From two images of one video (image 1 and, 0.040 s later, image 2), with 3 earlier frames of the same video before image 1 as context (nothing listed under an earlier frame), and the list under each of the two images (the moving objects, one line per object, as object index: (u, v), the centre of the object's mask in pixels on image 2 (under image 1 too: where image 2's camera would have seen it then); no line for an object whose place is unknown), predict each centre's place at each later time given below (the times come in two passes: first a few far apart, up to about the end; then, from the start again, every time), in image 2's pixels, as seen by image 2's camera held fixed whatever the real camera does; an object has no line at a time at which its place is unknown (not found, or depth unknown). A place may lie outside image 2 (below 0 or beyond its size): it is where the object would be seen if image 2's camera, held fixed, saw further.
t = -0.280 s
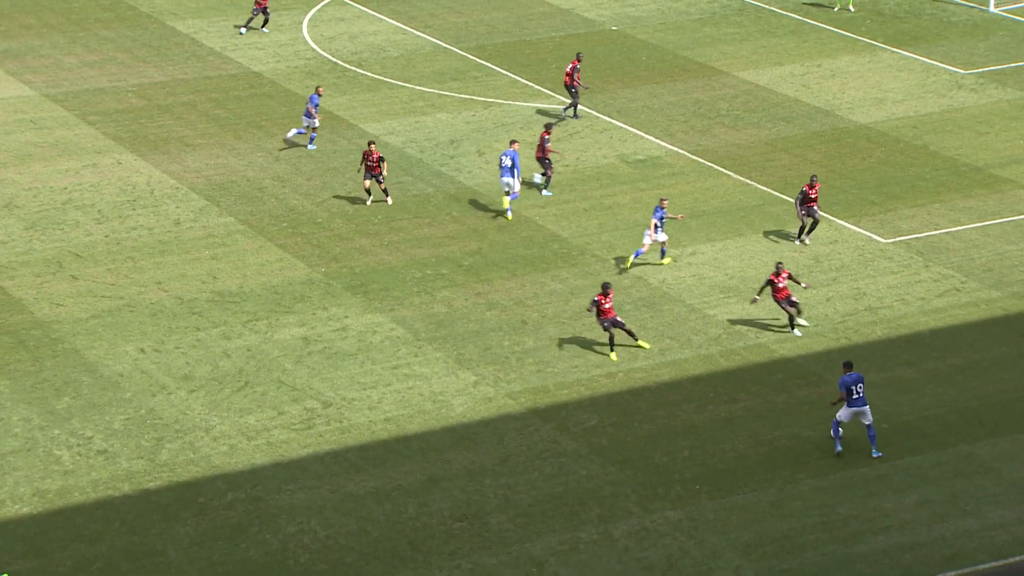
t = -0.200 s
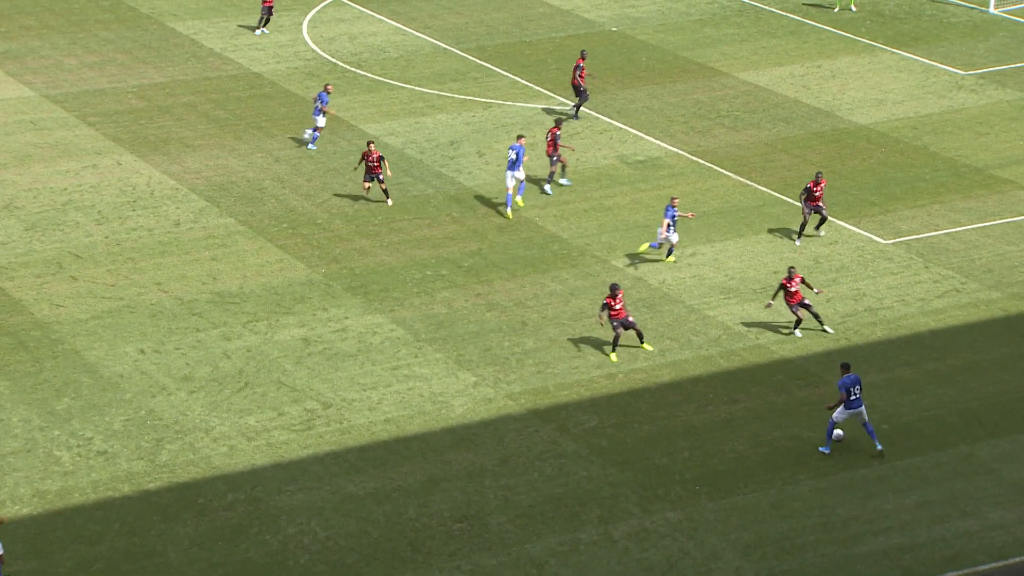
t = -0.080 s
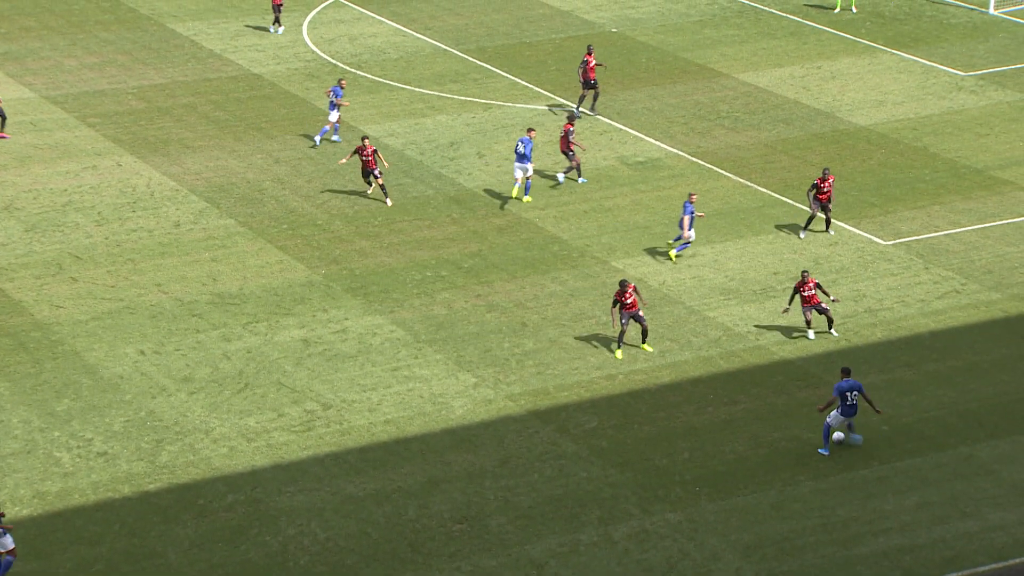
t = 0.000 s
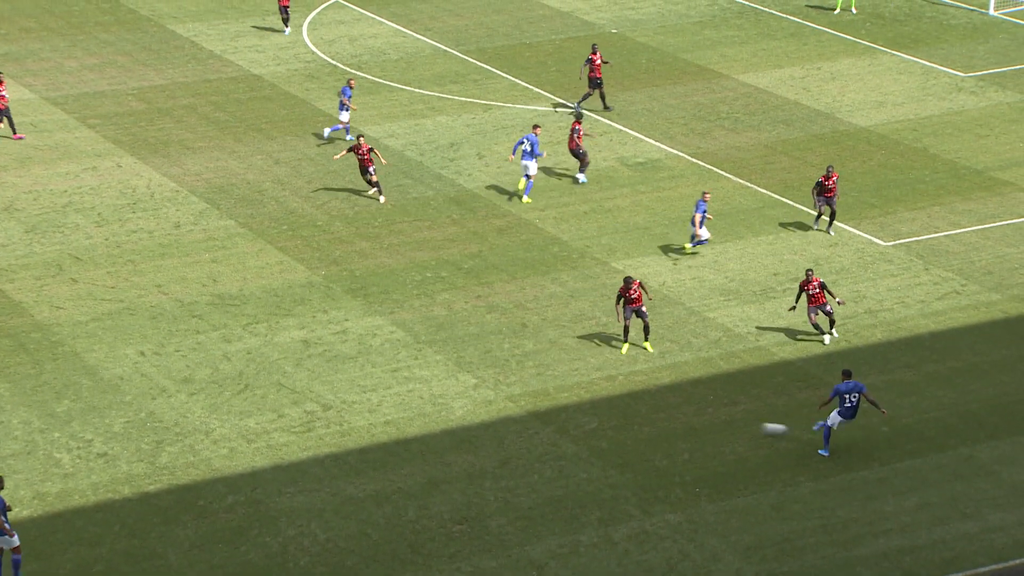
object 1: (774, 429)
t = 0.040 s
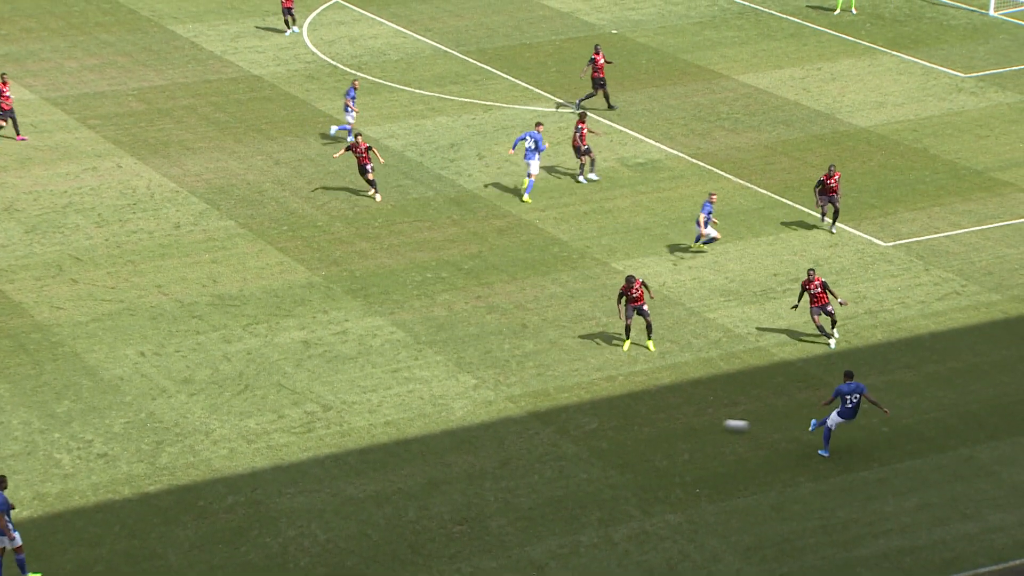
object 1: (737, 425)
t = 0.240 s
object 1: (563, 406)
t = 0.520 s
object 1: (357, 387)
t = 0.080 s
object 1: (698, 421)
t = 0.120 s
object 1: (663, 418)
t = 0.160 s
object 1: (628, 413)
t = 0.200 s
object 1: (595, 409)
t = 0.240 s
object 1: (563, 406)
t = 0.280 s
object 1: (530, 403)
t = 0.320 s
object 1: (499, 401)
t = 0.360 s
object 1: (470, 397)
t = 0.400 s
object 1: (440, 394)
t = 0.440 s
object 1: (411, 392)
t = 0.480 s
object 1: (383, 389)
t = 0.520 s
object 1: (357, 387)
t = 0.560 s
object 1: (331, 384)
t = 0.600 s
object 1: (306, 381)
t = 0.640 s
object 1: (281, 379)
